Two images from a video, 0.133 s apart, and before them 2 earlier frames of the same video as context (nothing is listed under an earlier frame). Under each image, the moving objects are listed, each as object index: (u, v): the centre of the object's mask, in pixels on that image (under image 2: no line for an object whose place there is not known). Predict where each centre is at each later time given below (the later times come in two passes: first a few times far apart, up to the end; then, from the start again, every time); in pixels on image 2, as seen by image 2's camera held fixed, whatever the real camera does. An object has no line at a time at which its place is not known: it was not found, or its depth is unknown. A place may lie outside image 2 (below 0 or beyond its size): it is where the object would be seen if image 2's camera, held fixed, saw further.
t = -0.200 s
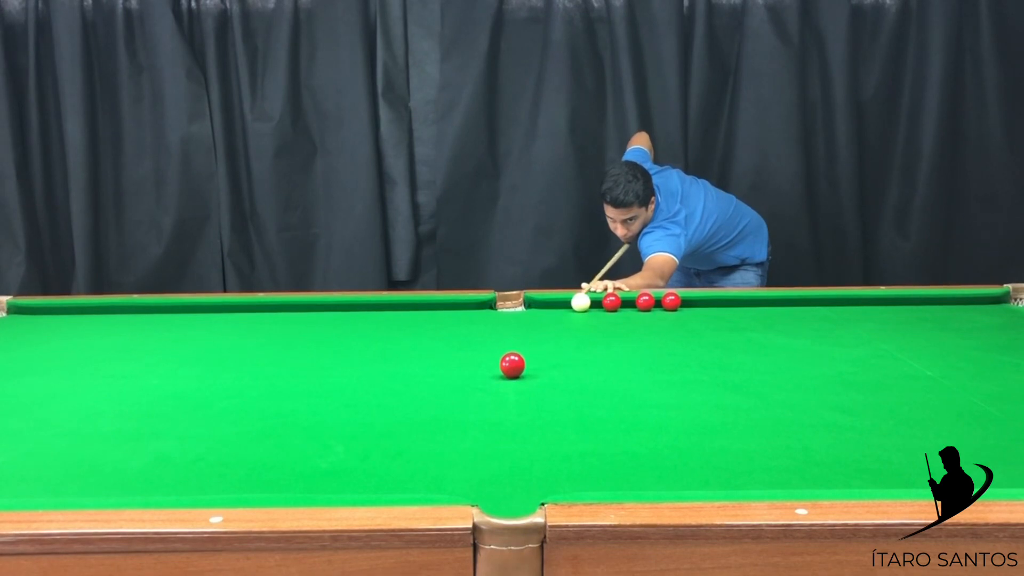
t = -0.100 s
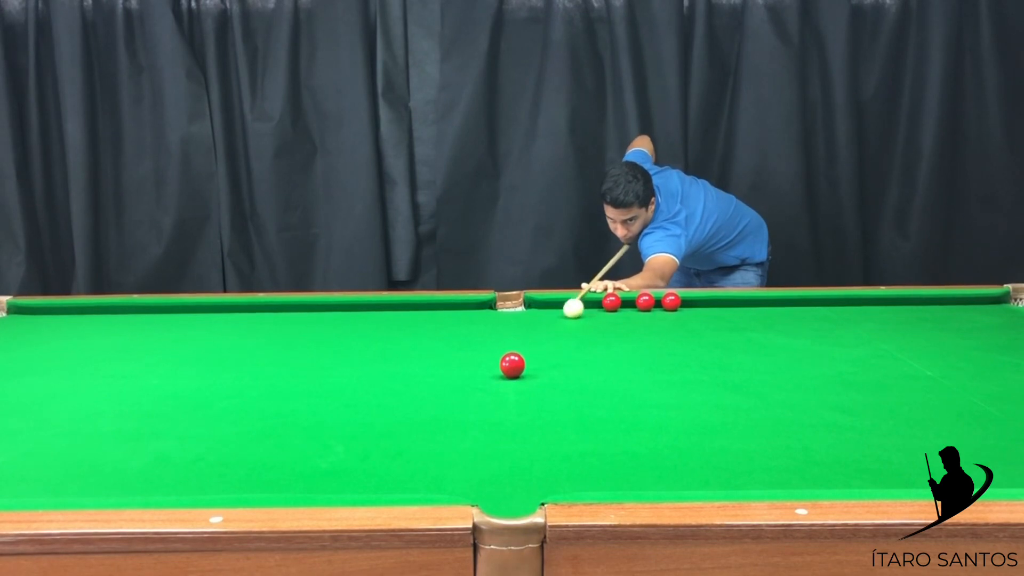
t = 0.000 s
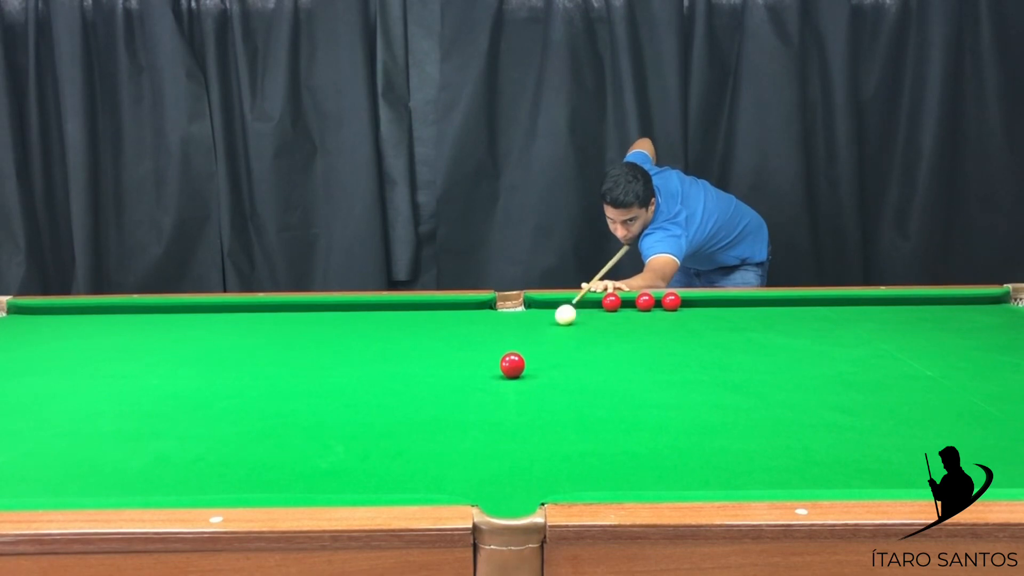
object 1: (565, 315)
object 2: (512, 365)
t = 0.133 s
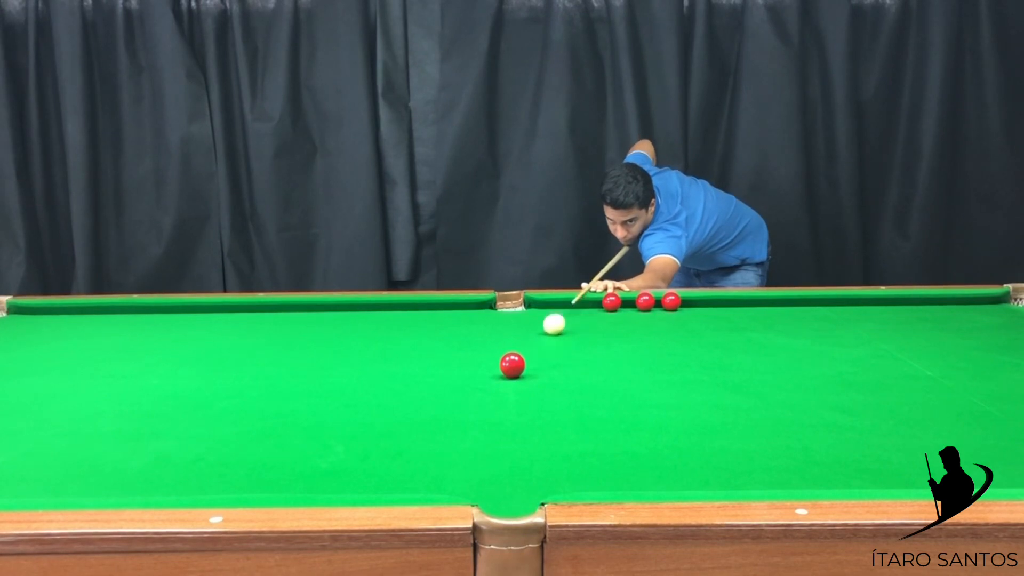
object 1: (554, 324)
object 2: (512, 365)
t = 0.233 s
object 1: (545, 331)
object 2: (512, 365)
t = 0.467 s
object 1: (522, 349)
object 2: (512, 365)
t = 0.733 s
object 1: (490, 363)
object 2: (512, 379)
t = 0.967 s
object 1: (463, 369)
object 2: (512, 396)
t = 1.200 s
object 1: (438, 374)
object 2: (511, 415)
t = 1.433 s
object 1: (413, 379)
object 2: (509, 436)
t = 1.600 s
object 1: (396, 383)
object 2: (508, 451)
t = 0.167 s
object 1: (551, 326)
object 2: (512, 365)
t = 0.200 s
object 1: (548, 329)
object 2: (512, 365)
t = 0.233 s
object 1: (545, 331)
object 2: (512, 365)
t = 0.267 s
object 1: (541, 334)
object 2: (512, 365)
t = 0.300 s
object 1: (538, 337)
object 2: (512, 365)
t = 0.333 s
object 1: (535, 339)
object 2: (512, 365)
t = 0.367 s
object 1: (531, 342)
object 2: (512, 365)
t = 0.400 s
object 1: (528, 345)
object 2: (512, 365)
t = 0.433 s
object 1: (525, 347)
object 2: (512, 365)
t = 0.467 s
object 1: (522, 349)
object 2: (512, 365)
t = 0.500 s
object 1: (519, 350)
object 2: (512, 365)
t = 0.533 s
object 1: (514, 351)
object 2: (512, 365)
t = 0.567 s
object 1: (508, 353)
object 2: (512, 367)
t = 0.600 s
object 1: (503, 356)
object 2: (512, 370)
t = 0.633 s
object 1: (500, 358)
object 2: (512, 372)
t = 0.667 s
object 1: (496, 360)
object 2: (512, 375)
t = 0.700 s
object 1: (493, 361)
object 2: (512, 377)
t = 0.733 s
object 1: (490, 363)
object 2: (512, 379)
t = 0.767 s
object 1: (486, 363)
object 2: (512, 382)
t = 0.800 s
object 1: (482, 364)
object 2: (512, 384)
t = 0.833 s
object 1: (478, 365)
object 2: (512, 386)
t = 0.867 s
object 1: (475, 366)
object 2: (512, 389)
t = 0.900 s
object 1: (471, 367)
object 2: (512, 392)
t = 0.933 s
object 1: (467, 368)
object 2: (512, 394)
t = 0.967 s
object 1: (463, 369)
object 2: (512, 396)
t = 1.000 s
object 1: (459, 369)
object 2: (512, 399)
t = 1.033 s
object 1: (456, 370)
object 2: (511, 402)
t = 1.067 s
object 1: (452, 371)
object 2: (511, 404)
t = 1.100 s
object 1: (448, 372)
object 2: (511, 407)
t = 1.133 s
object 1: (445, 372)
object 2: (511, 410)
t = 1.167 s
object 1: (441, 373)
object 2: (511, 413)
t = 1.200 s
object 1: (438, 374)
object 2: (511, 415)
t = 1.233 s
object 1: (434, 375)
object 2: (510, 418)
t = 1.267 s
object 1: (430, 376)
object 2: (510, 421)
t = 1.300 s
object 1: (427, 376)
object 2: (510, 424)
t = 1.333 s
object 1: (423, 377)
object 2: (510, 427)
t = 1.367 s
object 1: (420, 378)
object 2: (510, 430)
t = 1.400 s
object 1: (416, 379)
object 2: (509, 433)
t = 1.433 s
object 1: (413, 379)
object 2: (509, 436)
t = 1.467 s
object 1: (410, 380)
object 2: (509, 439)
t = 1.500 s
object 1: (406, 381)
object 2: (509, 442)
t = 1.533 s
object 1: (403, 382)
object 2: (508, 445)
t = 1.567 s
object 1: (400, 382)
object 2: (508, 448)
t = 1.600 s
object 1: (396, 383)
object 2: (508, 451)
